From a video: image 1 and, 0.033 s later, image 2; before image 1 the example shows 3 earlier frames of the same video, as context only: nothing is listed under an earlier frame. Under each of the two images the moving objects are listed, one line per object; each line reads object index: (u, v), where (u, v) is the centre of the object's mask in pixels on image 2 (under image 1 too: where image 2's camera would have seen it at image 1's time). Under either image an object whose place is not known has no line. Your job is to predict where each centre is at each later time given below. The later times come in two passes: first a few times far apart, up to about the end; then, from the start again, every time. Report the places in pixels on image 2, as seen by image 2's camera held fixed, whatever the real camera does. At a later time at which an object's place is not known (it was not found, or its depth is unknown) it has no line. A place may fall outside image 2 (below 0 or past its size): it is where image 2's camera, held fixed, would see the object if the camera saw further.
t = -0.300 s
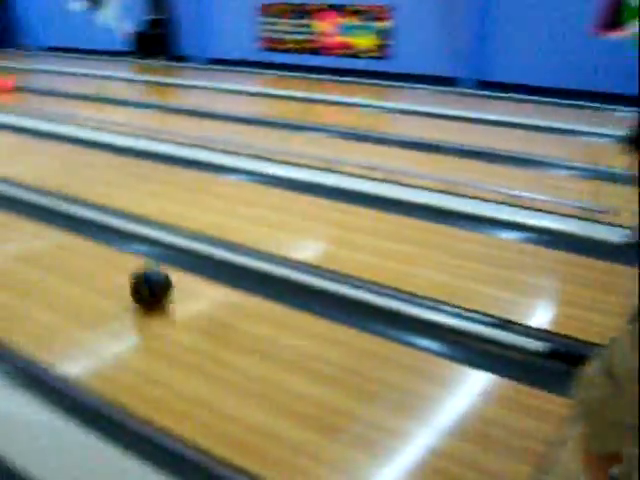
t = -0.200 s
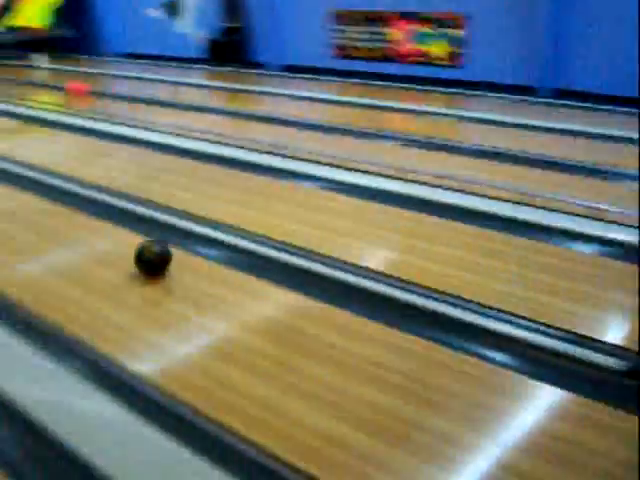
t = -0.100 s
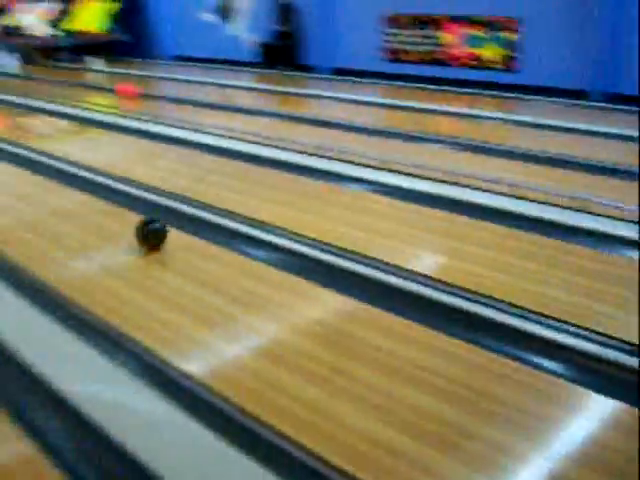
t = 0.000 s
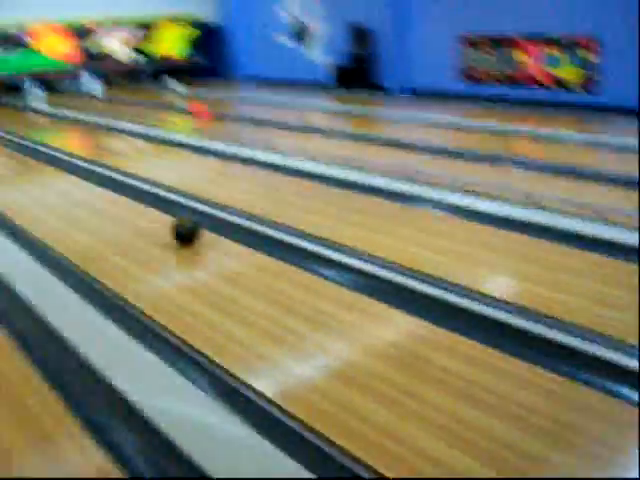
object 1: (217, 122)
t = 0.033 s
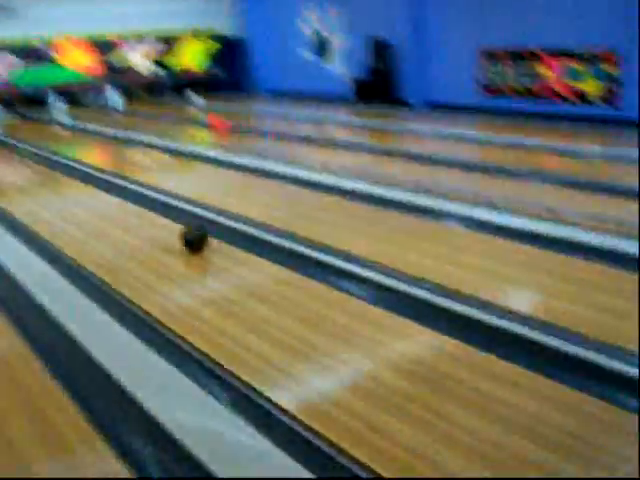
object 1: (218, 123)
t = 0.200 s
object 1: (217, 124)
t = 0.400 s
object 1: (210, 124)
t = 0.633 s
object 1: (201, 123)
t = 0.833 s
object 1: (193, 122)
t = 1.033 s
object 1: (185, 121)
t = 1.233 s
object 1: (178, 120)
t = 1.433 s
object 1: (170, 119)
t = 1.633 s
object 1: (162, 118)
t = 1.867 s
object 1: (154, 116)
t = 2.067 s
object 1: (148, 115)
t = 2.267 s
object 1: (141, 114)
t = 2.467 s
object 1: (135, 113)
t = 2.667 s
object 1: (129, 113)
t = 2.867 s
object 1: (124, 112)
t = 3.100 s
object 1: (117, 112)
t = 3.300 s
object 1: (112, 110)
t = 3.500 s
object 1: (108, 110)
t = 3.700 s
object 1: (101, 108)
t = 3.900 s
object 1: (96, 107)
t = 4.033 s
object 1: (93, 107)
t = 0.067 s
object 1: (217, 123)
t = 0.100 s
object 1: (219, 125)
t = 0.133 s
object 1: (218, 124)
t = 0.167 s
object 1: (218, 124)
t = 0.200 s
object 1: (217, 124)
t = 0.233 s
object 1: (217, 124)
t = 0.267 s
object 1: (215, 124)
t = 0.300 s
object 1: (214, 124)
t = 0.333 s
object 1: (211, 124)
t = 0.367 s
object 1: (211, 124)
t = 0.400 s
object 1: (210, 124)
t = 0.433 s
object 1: (208, 124)
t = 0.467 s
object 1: (208, 124)
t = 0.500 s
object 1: (205, 124)
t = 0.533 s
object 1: (204, 123)
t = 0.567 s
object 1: (203, 123)
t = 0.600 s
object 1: (201, 123)
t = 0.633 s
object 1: (201, 123)
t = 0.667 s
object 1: (200, 123)
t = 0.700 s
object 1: (198, 123)
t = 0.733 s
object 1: (196, 123)
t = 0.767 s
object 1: (195, 123)
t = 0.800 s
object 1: (193, 122)
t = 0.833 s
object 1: (193, 122)
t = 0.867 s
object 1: (191, 122)
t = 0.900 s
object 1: (189, 121)
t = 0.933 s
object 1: (188, 121)
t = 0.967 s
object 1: (187, 121)
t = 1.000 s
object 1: (186, 121)
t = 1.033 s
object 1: (185, 121)
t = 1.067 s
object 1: (183, 121)
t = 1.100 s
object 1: (182, 120)
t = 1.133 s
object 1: (181, 121)
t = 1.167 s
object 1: (179, 121)
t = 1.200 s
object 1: (179, 121)
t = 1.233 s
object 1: (178, 120)
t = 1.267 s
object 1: (177, 120)
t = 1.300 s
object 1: (175, 120)
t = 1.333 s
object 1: (173, 119)
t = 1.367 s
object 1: (171, 118)
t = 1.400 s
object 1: (171, 119)
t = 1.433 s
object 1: (170, 119)
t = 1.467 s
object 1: (168, 119)
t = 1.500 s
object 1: (167, 119)
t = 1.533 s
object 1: (165, 119)
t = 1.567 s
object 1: (164, 119)
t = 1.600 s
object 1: (163, 119)
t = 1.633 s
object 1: (162, 118)
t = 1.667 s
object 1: (161, 117)
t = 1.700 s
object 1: (161, 117)
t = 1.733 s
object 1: (159, 117)
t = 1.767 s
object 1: (158, 117)
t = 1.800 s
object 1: (156, 117)
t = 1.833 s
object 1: (155, 117)
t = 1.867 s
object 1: (154, 116)
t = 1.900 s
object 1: (153, 116)
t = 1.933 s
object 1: (151, 116)
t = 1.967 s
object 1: (150, 116)
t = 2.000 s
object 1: (149, 115)
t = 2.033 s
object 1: (149, 115)
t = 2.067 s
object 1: (148, 115)
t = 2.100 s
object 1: (146, 115)
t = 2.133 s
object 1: (146, 114)
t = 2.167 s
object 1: (144, 114)
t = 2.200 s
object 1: (143, 114)
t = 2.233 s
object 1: (143, 114)
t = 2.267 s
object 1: (141, 114)
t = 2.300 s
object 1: (139, 114)
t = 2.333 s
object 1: (138, 114)
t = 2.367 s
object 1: (138, 115)
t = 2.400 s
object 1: (137, 114)
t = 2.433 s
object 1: (136, 113)
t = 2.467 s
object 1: (135, 113)
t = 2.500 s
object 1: (134, 113)
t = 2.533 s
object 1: (133, 113)
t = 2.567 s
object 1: (132, 113)
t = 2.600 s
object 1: (131, 113)
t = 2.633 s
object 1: (130, 113)
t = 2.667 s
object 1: (129, 113)
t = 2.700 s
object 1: (129, 112)
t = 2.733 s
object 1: (128, 113)
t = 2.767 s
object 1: (127, 112)
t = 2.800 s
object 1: (125, 112)
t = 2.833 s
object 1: (124, 112)
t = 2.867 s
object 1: (124, 112)
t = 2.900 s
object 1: (123, 112)
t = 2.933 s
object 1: (121, 113)
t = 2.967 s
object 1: (120, 112)
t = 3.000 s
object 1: (119, 111)
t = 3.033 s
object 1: (118, 112)
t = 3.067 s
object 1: (118, 112)
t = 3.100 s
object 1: (117, 112)
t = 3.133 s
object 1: (116, 112)
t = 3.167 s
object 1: (114, 111)
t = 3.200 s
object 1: (114, 112)
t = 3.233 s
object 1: (113, 111)
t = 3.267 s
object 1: (112, 110)
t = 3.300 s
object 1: (112, 110)
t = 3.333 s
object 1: (111, 110)
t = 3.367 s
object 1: (110, 110)
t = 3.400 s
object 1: (110, 110)
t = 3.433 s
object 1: (109, 110)
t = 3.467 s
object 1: (108, 110)
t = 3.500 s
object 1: (108, 110)
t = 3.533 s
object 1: (107, 110)
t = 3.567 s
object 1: (104, 110)
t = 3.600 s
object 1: (105, 110)
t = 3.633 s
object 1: (102, 109)
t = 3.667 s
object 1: (102, 109)
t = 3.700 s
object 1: (101, 108)
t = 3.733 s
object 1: (101, 108)
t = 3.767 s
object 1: (100, 108)
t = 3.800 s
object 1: (99, 108)
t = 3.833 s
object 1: (98, 108)
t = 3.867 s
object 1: (98, 108)
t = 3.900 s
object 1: (96, 107)
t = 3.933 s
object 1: (96, 108)
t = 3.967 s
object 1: (94, 108)
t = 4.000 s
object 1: (93, 107)
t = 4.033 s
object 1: (93, 107)
